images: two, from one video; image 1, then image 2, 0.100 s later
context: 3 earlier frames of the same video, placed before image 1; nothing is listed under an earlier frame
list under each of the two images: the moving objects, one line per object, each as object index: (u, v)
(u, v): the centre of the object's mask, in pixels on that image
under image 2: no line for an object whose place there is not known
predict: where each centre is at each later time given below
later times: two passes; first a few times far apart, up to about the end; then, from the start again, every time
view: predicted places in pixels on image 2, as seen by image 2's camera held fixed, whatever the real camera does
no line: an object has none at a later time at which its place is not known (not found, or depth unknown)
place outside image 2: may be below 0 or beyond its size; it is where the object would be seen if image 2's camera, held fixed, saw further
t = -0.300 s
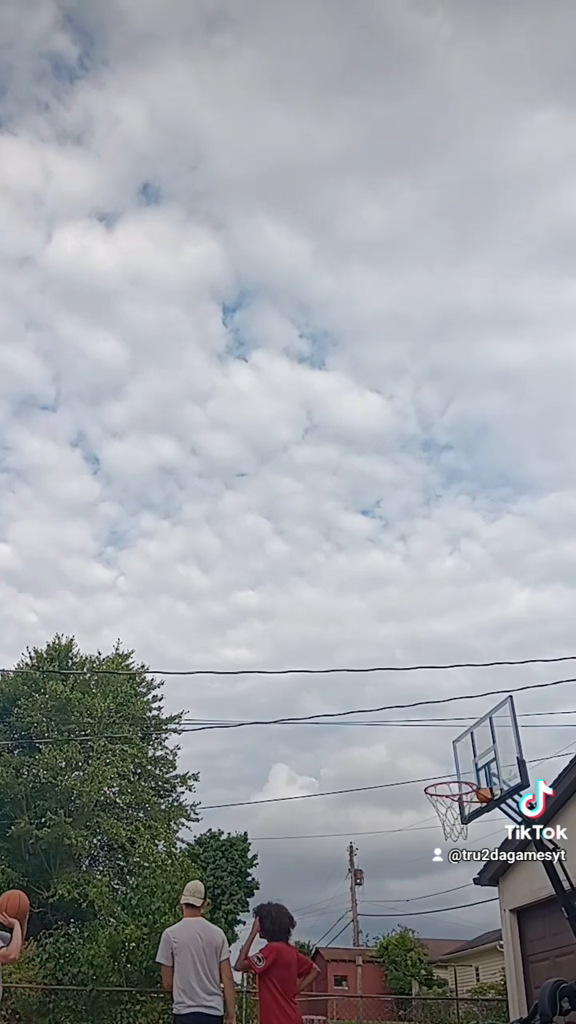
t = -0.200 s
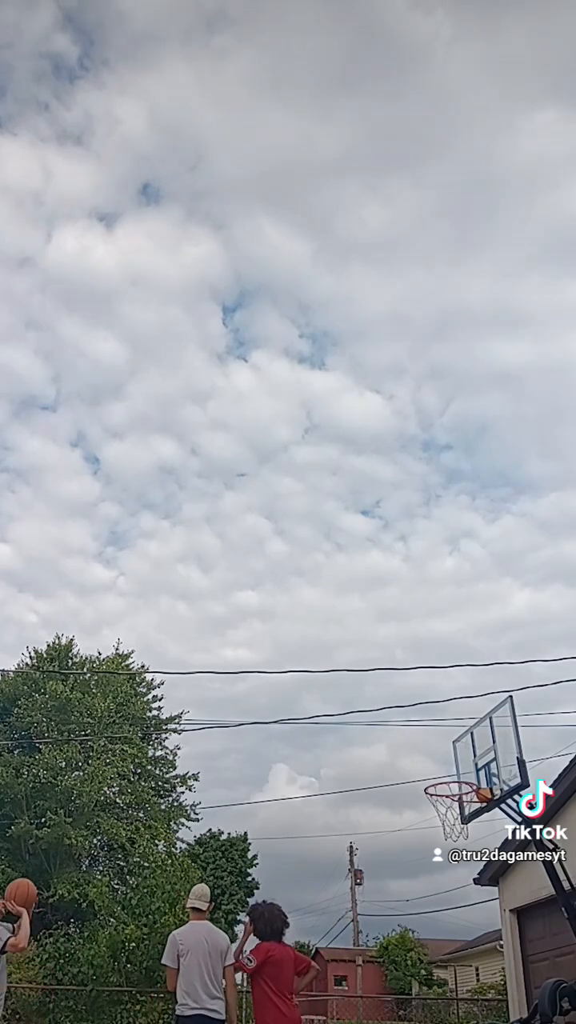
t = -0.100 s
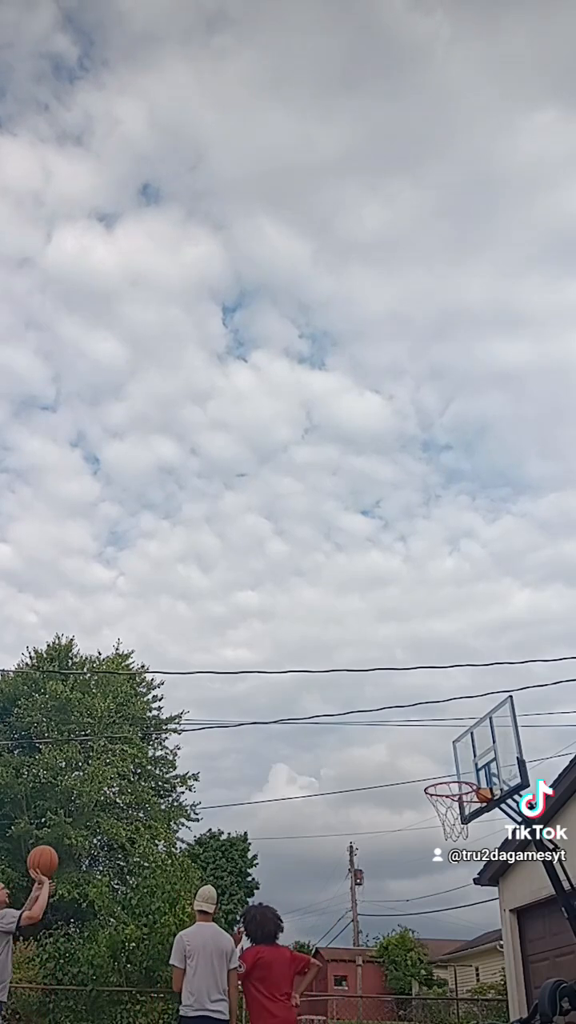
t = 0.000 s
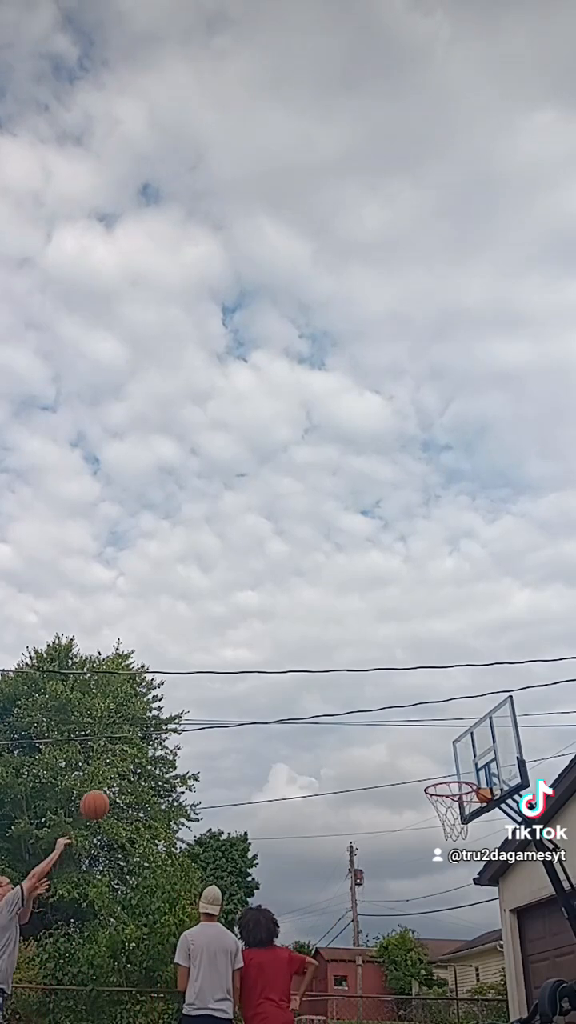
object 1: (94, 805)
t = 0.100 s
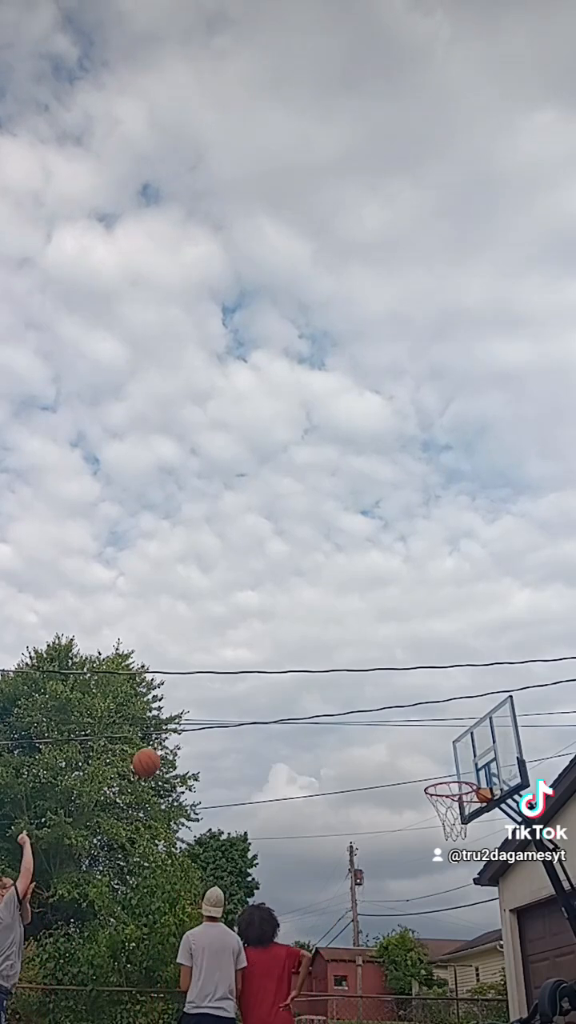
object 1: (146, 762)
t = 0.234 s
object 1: (209, 726)
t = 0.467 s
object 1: (307, 710)
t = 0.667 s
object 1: (387, 741)
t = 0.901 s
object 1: (471, 807)
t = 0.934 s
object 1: (472, 810)
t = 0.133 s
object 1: (163, 751)
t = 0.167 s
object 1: (178, 742)
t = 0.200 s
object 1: (194, 733)
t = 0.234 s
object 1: (209, 726)
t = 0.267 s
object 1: (223, 720)
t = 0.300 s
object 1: (238, 716)
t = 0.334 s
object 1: (252, 712)
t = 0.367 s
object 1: (266, 710)
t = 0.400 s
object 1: (280, 709)
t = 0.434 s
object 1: (293, 709)
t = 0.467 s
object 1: (307, 710)
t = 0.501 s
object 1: (320, 713)
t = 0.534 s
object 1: (334, 716)
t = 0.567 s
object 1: (347, 721)
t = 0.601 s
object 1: (361, 726)
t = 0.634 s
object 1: (374, 733)
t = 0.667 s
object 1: (387, 741)
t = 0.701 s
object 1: (401, 749)
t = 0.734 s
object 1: (415, 759)
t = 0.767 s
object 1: (429, 771)
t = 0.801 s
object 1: (442, 783)
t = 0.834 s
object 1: (457, 797)
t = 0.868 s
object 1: (467, 806)
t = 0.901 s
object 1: (471, 807)
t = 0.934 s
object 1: (472, 810)
